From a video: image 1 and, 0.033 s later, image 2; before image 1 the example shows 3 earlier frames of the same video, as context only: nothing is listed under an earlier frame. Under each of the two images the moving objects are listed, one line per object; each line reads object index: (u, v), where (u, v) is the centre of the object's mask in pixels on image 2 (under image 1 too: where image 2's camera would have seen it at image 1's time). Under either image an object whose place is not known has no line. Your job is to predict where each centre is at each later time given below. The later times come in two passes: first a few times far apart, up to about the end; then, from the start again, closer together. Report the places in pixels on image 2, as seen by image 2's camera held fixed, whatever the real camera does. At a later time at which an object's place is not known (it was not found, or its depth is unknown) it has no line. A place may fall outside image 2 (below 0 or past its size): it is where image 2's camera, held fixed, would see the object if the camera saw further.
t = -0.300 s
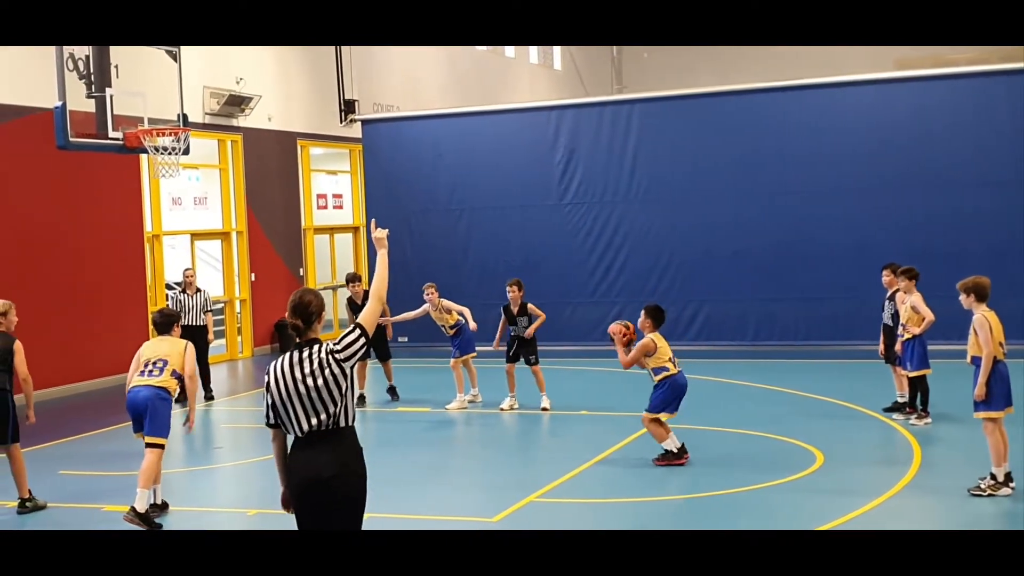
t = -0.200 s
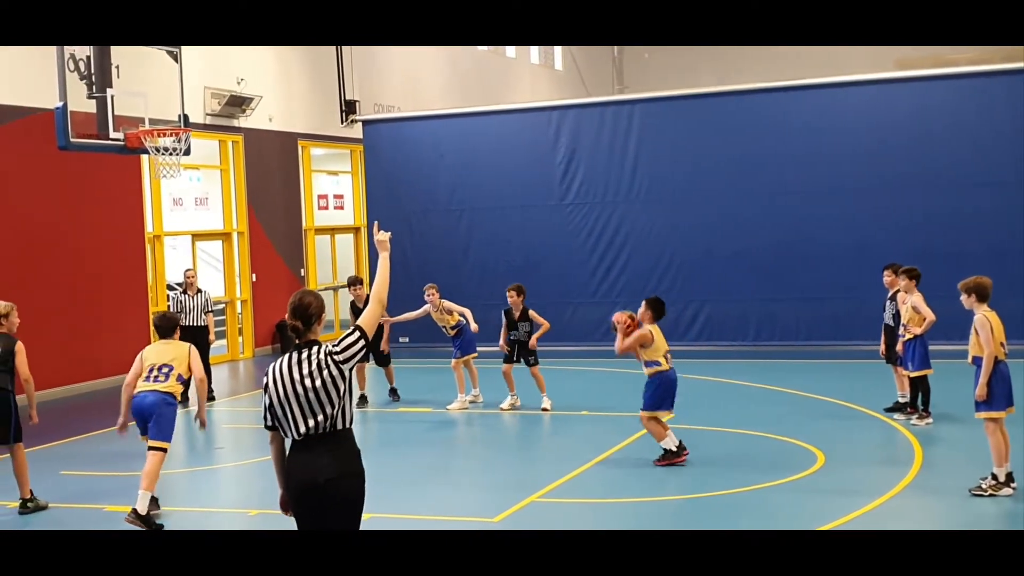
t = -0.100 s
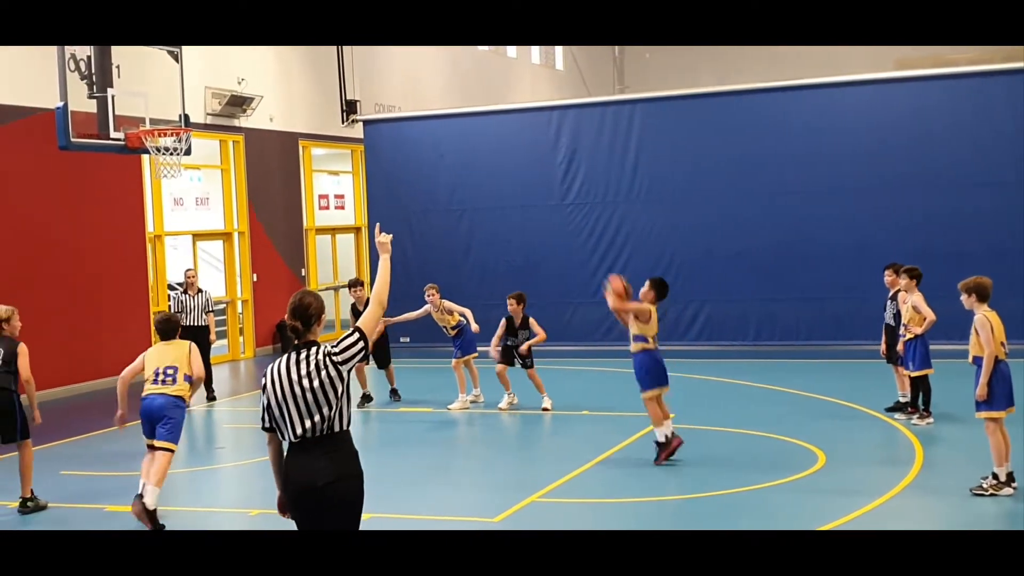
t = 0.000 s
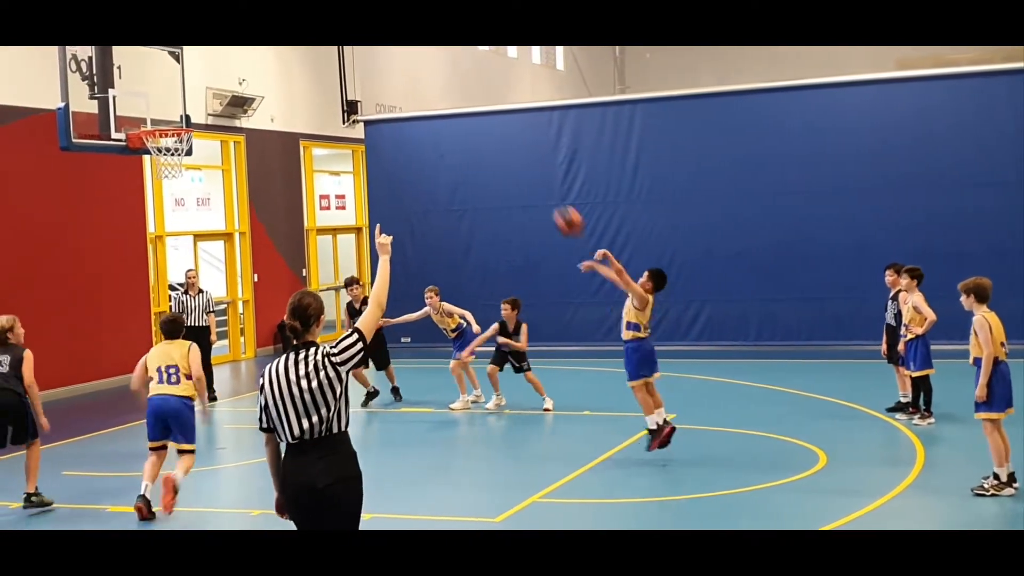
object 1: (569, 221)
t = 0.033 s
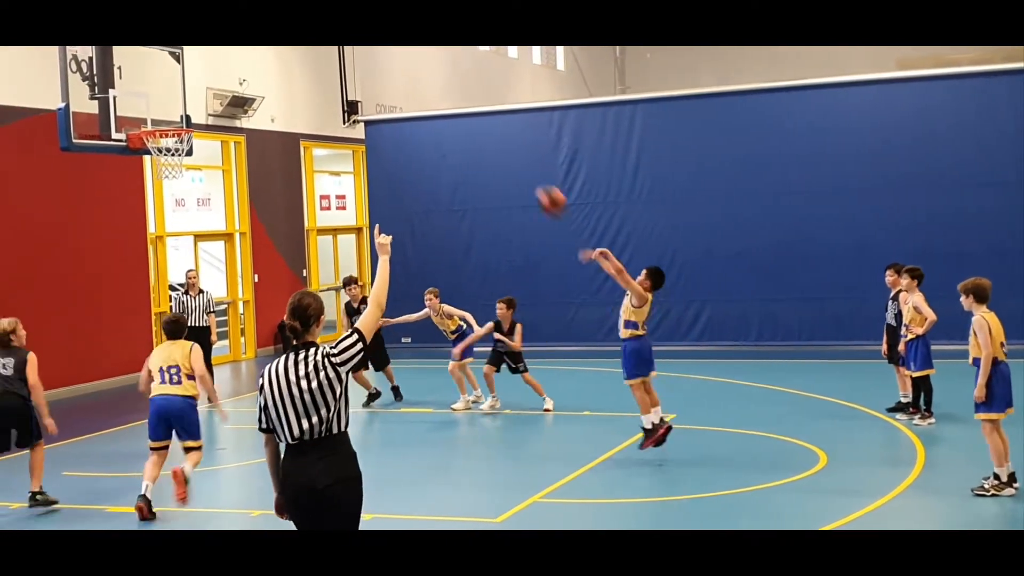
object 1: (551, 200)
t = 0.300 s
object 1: (416, 83)
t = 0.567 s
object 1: (297, 50)
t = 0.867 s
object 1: (179, 97)
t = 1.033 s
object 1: (169, 114)
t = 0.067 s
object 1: (534, 180)
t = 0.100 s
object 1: (516, 162)
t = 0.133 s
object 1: (498, 145)
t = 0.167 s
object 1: (481, 130)
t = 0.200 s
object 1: (466, 118)
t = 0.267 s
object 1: (432, 93)
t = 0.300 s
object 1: (416, 83)
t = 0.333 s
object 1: (401, 74)
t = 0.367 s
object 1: (385, 67)
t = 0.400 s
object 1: (369, 61)
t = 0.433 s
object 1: (355, 56)
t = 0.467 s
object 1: (340, 54)
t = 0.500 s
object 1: (325, 52)
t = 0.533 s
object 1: (311, 51)
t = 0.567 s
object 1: (297, 50)
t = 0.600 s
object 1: (283, 52)
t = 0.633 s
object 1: (269, 53)
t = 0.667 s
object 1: (255, 55)
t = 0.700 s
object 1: (242, 58)
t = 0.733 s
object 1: (229, 64)
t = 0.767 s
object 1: (216, 71)
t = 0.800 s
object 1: (204, 79)
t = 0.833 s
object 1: (191, 87)
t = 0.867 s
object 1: (179, 97)
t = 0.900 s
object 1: (167, 108)
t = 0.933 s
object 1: (155, 119)
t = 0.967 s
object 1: (155, 121)
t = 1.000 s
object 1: (161, 118)
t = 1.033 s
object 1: (169, 114)
